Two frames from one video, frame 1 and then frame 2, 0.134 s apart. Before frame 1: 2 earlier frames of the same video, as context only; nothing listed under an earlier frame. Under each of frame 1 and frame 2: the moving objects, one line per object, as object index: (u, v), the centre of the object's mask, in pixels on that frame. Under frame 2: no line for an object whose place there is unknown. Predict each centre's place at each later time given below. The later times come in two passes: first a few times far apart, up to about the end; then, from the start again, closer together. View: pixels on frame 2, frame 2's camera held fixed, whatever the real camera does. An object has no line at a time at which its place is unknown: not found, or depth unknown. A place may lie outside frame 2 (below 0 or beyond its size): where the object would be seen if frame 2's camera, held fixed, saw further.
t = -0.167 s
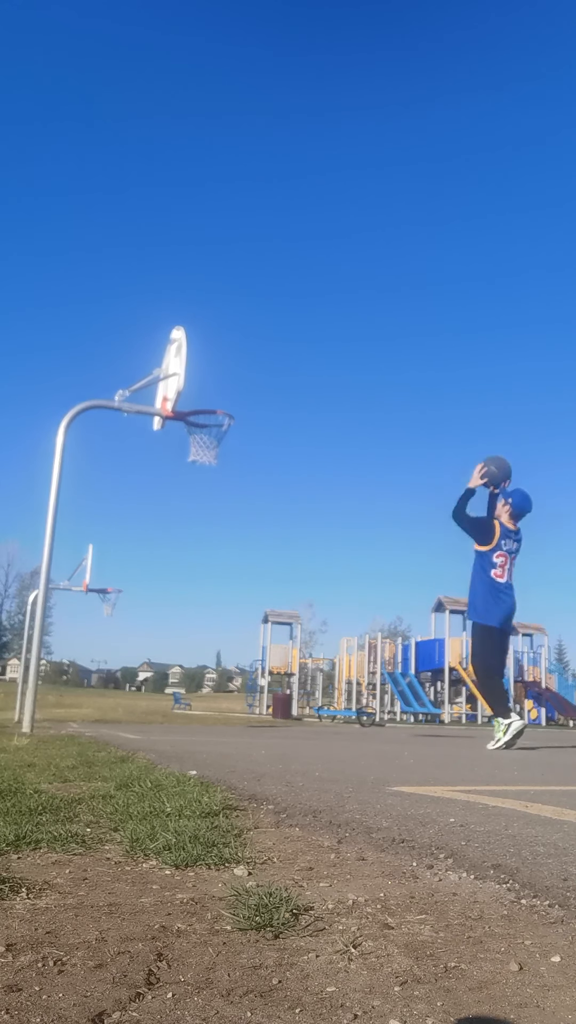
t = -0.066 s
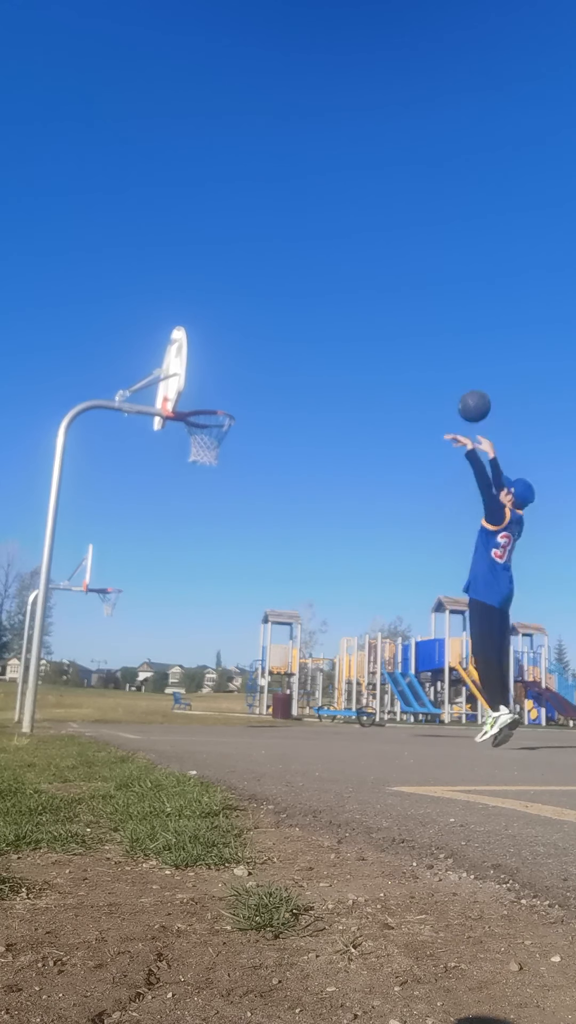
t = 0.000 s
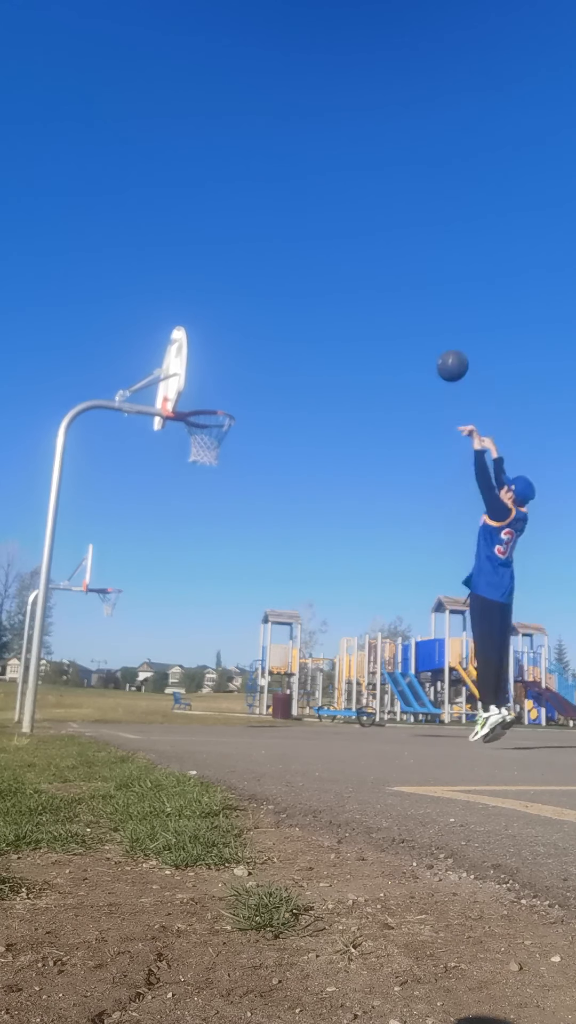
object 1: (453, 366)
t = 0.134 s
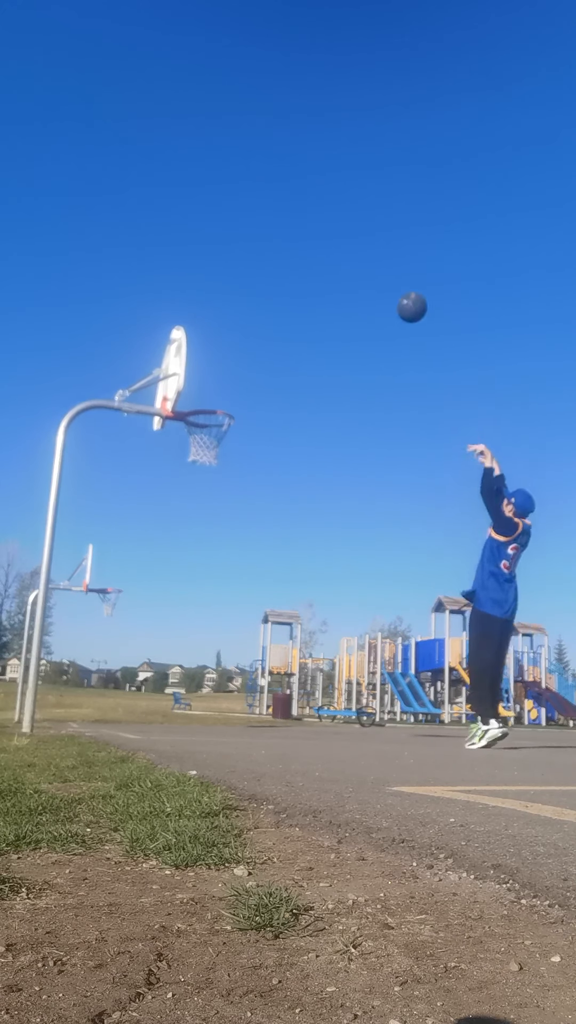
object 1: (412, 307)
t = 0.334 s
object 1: (358, 265)
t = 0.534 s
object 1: (309, 267)
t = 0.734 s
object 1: (265, 305)
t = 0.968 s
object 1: (214, 391)
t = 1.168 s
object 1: (215, 395)
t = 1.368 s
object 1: (217, 381)
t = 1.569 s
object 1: (217, 402)
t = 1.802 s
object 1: (213, 471)
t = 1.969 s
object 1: (208, 542)
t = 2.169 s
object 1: (199, 660)
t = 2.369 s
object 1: (199, 671)
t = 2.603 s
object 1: (206, 596)
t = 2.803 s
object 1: (210, 571)
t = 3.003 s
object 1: (210, 579)
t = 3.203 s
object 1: (208, 621)
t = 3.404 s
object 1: (204, 697)
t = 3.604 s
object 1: (209, 676)
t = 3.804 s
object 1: (207, 641)
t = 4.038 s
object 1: (206, 643)
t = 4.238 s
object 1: (200, 682)
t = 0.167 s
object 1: (403, 297)
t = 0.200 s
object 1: (393, 288)
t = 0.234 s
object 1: (384, 280)
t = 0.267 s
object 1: (375, 274)
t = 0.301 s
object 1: (367, 269)
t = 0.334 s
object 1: (358, 265)
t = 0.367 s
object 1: (349, 263)
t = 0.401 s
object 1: (341, 262)
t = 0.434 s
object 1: (333, 261)
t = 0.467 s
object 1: (325, 262)
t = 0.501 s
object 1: (317, 264)
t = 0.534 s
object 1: (309, 267)
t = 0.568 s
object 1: (302, 270)
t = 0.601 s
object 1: (294, 275)
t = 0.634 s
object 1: (287, 281)
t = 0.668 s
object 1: (279, 288)
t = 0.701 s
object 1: (272, 296)
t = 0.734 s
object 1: (265, 305)
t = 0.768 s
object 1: (258, 314)
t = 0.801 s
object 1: (250, 325)
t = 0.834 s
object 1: (243, 337)
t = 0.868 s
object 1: (236, 349)
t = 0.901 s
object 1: (228, 362)
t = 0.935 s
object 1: (221, 376)
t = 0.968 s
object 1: (214, 391)
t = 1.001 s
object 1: (207, 407)
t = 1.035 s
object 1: (203, 416)
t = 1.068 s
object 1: (208, 412)
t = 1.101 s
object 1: (213, 408)
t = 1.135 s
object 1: (214, 400)
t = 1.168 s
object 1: (215, 395)
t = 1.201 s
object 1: (216, 390)
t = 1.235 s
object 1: (216, 386)
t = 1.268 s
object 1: (216, 383)
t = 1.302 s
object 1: (216, 382)
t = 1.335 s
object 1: (217, 381)
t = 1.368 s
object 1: (217, 381)
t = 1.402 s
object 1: (217, 382)
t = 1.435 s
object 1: (217, 384)
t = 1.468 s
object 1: (217, 388)
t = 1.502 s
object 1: (217, 392)
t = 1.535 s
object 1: (217, 396)
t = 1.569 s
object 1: (217, 402)
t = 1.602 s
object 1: (217, 409)
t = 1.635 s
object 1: (216, 417)
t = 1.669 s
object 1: (215, 425)
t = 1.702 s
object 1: (216, 434)
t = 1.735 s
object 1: (218, 443)
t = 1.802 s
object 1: (213, 471)
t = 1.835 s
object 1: (212, 482)
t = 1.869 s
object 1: (211, 496)
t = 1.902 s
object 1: (210, 510)
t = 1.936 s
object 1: (209, 526)
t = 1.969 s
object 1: (208, 542)
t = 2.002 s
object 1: (207, 560)
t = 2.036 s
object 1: (206, 578)
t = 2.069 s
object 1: (204, 597)
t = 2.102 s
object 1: (203, 617)
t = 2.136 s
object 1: (201, 638)
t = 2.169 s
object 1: (199, 660)
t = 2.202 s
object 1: (197, 686)
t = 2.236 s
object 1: (196, 706)
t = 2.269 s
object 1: (195, 720)
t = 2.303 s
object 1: (197, 702)
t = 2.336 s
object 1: (198, 686)
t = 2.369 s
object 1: (199, 671)
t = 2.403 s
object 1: (200, 657)
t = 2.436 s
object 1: (202, 644)
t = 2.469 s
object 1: (203, 632)
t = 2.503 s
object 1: (204, 622)
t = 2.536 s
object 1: (205, 612)
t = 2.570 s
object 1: (205, 603)
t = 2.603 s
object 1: (206, 596)
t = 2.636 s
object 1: (207, 589)
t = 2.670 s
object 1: (208, 584)
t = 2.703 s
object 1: (208, 579)
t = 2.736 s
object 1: (209, 575)
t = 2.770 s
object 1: (209, 573)
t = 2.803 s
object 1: (210, 571)
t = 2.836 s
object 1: (210, 570)
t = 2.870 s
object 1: (210, 570)
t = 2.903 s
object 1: (210, 571)
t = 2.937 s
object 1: (210, 573)
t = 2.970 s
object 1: (210, 576)
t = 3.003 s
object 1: (210, 579)
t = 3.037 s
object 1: (210, 584)
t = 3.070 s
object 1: (210, 589)
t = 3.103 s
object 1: (209, 596)
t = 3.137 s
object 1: (209, 603)
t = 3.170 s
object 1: (209, 612)
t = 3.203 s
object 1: (208, 621)
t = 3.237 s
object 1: (208, 631)
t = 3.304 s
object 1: (206, 655)
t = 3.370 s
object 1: (206, 682)
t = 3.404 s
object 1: (204, 697)
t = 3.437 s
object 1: (203, 713)
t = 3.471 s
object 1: (203, 719)
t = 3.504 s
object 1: (203, 706)
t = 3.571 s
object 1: (206, 686)
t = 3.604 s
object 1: (209, 676)
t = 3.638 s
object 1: (206, 667)
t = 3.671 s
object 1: (206, 660)
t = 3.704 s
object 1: (206, 654)
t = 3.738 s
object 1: (207, 649)
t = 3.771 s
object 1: (207, 644)
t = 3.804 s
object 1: (207, 641)
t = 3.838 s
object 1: (207, 638)
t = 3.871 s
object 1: (207, 637)
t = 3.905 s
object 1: (207, 636)
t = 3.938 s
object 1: (207, 636)
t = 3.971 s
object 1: (207, 638)
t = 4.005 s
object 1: (207, 640)
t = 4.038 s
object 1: (206, 643)
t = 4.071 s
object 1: (206, 647)
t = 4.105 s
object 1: (206, 652)
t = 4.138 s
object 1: (205, 657)
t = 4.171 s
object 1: (204, 664)
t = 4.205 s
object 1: (204, 672)
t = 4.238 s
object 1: (200, 682)
